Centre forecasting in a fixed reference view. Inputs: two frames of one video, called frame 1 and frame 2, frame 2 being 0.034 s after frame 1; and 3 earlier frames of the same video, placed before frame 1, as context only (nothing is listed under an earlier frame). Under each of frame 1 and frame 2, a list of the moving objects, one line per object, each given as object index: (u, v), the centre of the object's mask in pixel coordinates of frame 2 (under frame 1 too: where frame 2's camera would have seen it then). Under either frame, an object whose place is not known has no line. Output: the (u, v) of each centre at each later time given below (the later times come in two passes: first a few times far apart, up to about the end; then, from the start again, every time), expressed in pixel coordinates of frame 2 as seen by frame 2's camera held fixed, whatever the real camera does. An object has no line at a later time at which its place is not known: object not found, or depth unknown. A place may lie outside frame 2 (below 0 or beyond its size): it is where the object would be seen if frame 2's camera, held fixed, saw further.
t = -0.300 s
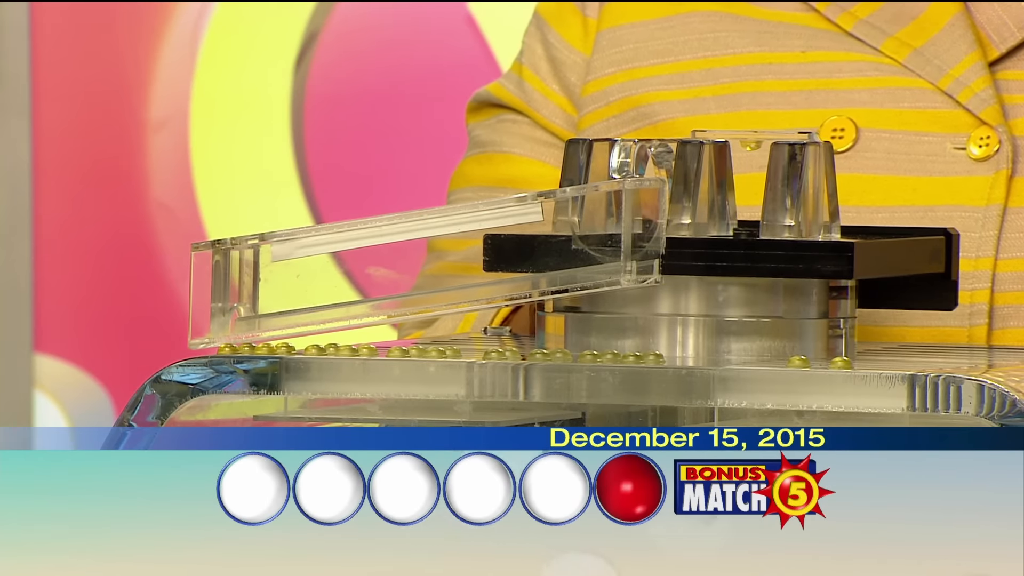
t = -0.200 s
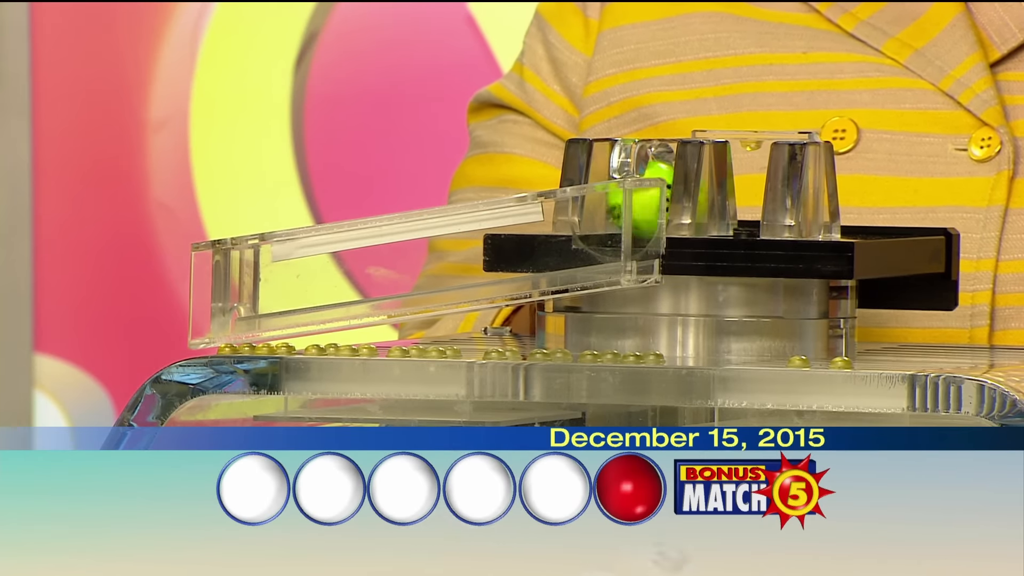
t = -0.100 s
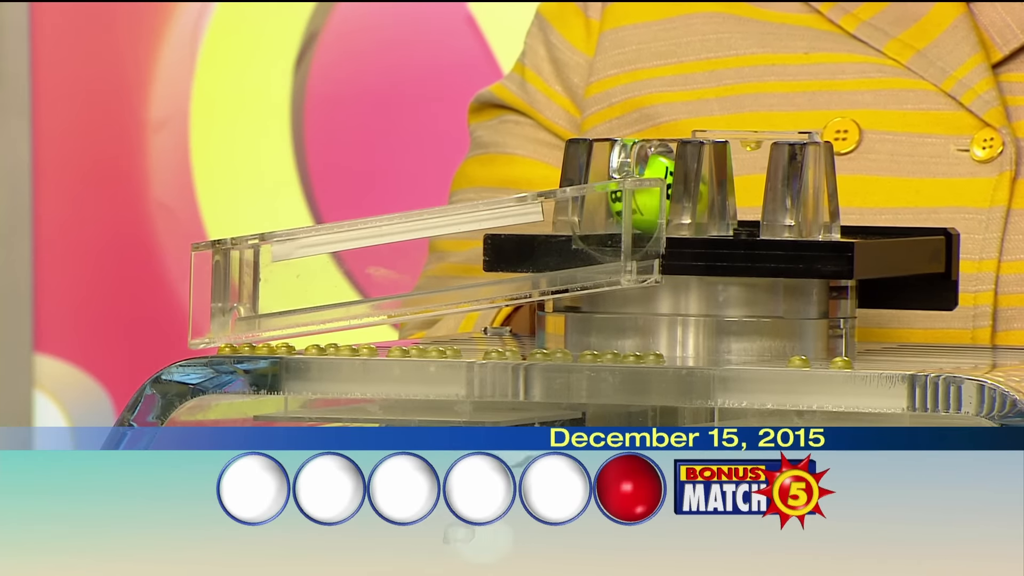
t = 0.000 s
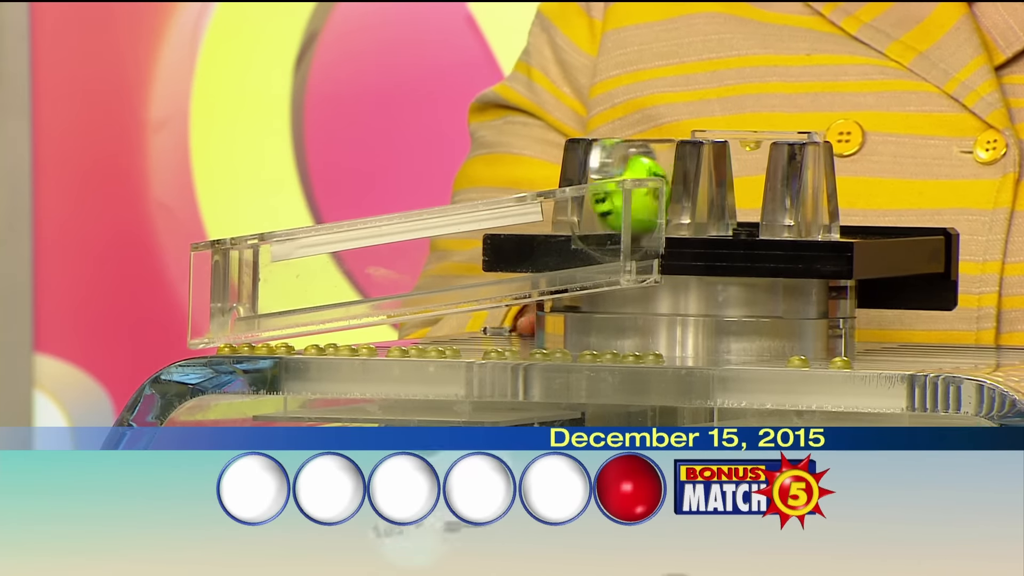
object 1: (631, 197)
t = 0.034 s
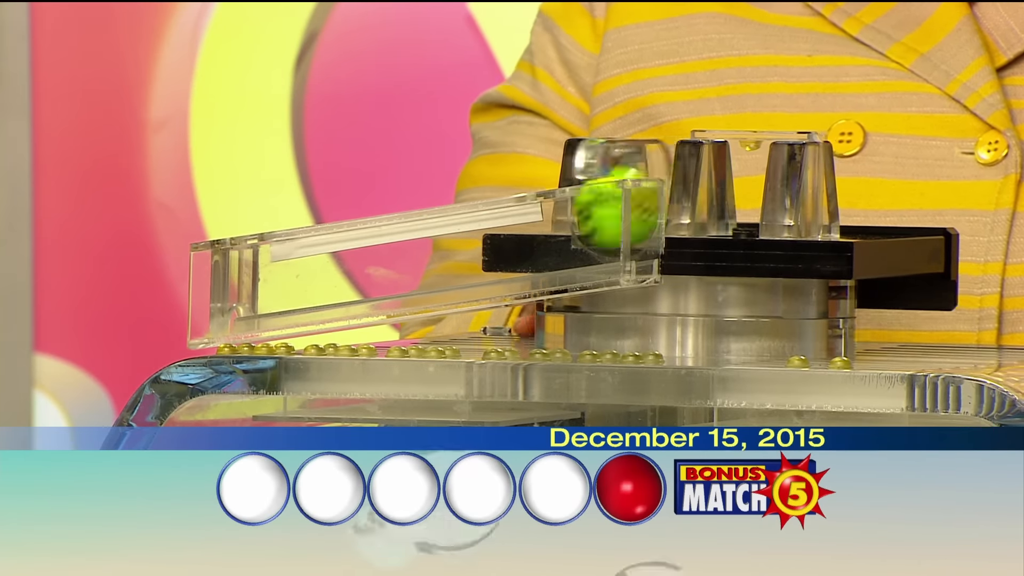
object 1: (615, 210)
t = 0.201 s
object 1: (590, 232)
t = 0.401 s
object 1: (569, 237)
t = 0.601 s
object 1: (516, 248)
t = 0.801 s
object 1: (429, 261)
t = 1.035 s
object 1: (292, 281)
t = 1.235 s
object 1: (281, 283)
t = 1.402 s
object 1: (281, 284)
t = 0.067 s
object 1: (593, 228)
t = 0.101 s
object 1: (602, 228)
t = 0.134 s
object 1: (603, 228)
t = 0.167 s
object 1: (602, 229)
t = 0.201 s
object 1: (590, 232)
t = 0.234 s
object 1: (590, 231)
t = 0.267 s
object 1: (587, 232)
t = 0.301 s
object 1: (584, 234)
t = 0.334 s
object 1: (580, 235)
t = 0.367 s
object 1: (576, 236)
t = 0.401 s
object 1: (569, 237)
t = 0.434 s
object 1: (562, 239)
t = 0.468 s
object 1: (555, 240)
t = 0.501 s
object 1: (546, 245)
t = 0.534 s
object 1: (536, 243)
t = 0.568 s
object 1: (527, 246)
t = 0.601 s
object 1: (516, 248)
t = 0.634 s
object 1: (504, 250)
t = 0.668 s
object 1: (490, 252)
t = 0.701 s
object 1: (477, 255)
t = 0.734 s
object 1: (462, 257)
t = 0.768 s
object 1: (446, 259)
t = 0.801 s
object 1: (429, 261)
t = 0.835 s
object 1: (412, 264)
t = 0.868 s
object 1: (394, 266)
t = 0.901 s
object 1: (375, 269)
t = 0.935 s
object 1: (356, 272)
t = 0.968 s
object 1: (335, 275)
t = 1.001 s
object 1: (314, 278)
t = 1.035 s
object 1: (292, 281)
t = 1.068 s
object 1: (287, 282)
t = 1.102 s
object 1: (296, 278)
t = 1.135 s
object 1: (298, 280)
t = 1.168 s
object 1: (294, 281)
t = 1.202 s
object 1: (288, 282)
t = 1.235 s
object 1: (281, 283)
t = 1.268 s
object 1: (282, 283)
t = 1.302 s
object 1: (281, 283)
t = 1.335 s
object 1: (281, 283)
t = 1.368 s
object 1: (280, 284)
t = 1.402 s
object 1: (281, 284)
